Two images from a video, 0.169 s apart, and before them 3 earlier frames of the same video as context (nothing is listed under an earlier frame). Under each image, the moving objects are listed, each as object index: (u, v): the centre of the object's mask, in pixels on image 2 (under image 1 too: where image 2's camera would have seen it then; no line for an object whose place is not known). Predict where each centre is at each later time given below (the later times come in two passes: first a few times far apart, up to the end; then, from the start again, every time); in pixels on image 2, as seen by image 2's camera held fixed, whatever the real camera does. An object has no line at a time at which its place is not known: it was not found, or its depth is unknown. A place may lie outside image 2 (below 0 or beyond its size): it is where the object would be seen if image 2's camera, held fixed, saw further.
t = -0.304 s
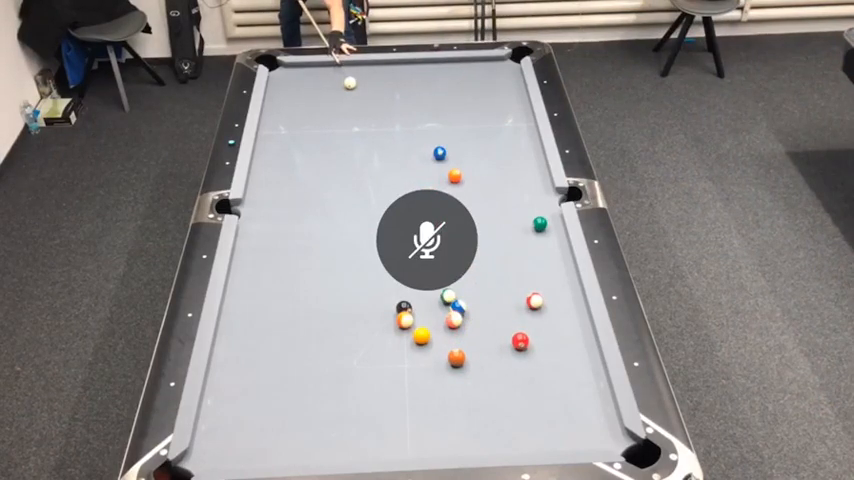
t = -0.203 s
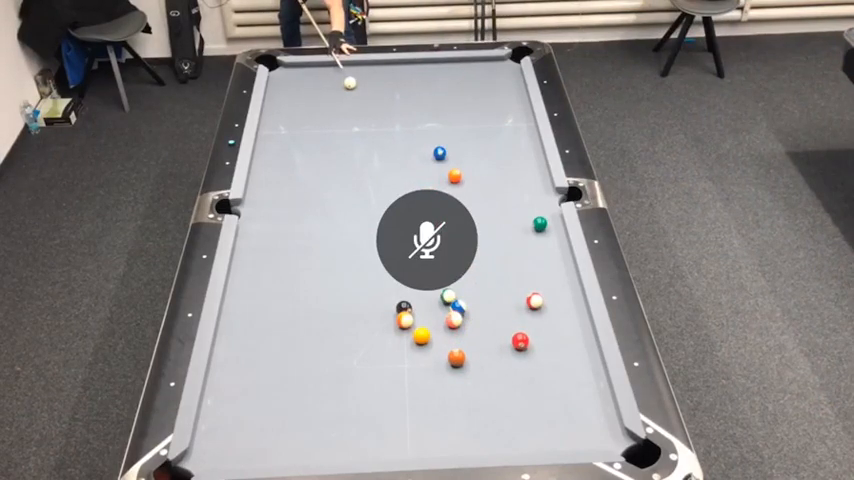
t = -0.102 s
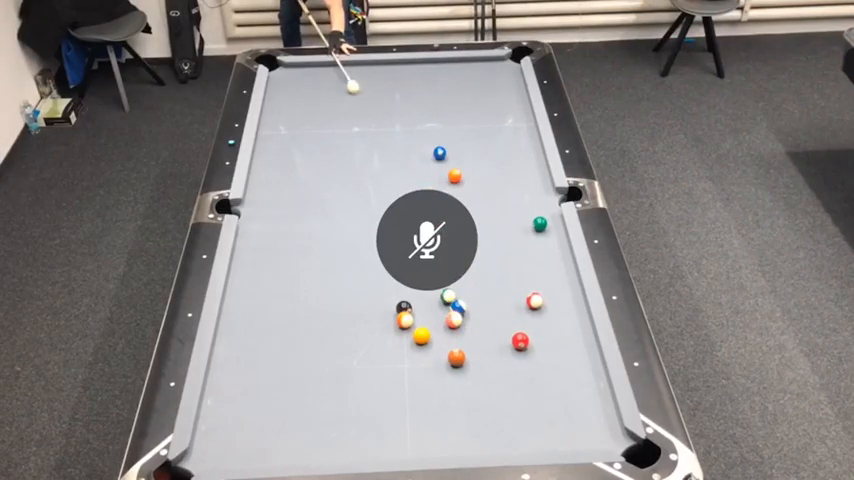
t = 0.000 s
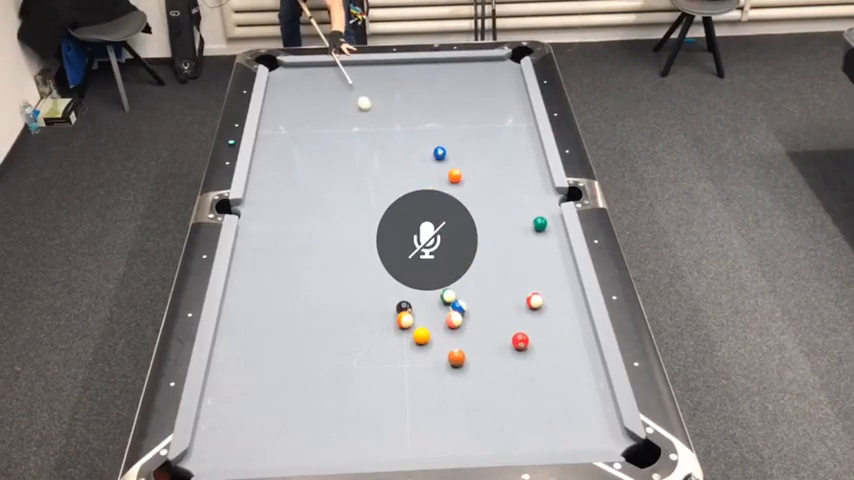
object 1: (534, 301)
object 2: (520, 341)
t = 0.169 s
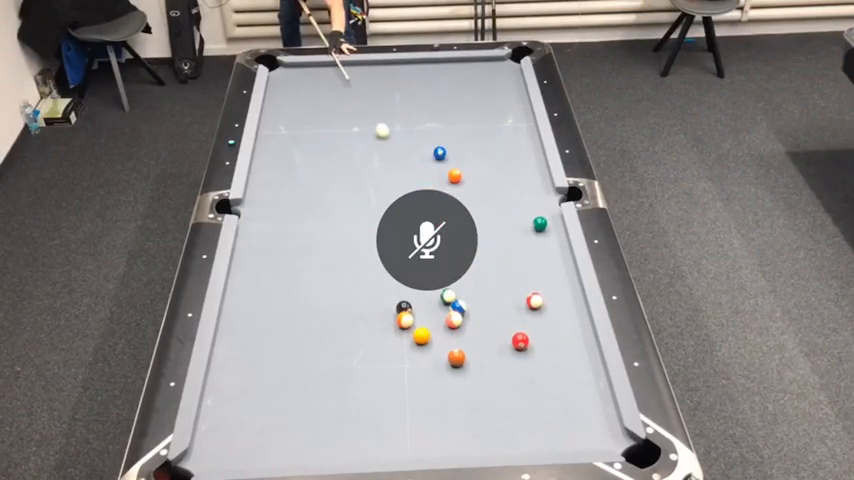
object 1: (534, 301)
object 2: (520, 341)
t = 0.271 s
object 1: (534, 301)
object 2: (520, 341)
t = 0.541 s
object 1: (534, 301)
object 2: (520, 341)
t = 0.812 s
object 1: (534, 301)
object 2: (520, 341)
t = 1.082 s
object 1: (534, 301)
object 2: (524, 353)
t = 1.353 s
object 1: (534, 301)
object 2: (549, 424)
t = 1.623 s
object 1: (534, 301)
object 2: (555, 417)
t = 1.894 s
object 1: (534, 301)
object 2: (552, 382)
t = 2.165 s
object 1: (534, 301)
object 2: (550, 351)
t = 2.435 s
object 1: (534, 301)
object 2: (549, 324)
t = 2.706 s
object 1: (530, 298)
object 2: (552, 302)
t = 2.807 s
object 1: (526, 296)
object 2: (556, 296)
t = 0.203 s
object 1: (534, 301)
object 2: (520, 341)
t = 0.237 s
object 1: (534, 301)
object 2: (520, 341)
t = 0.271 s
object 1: (534, 301)
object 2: (520, 341)
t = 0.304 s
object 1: (534, 301)
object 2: (520, 341)
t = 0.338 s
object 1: (534, 301)
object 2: (520, 341)
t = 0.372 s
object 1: (534, 301)
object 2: (520, 341)
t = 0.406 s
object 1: (534, 301)
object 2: (520, 341)
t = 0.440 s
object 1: (534, 301)
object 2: (520, 341)
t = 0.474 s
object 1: (534, 301)
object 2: (520, 341)
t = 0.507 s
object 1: (534, 301)
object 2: (520, 341)
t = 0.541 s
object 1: (534, 301)
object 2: (520, 341)
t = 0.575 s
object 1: (534, 301)
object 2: (520, 341)
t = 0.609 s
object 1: (534, 301)
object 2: (520, 341)
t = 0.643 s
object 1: (534, 301)
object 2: (520, 341)
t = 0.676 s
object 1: (534, 301)
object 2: (520, 341)
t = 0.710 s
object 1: (534, 301)
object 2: (520, 341)
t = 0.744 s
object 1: (534, 301)
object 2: (520, 341)
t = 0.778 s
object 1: (534, 301)
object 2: (520, 341)
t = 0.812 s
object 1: (534, 301)
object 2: (520, 341)
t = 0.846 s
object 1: (534, 301)
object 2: (520, 341)
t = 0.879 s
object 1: (534, 301)
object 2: (520, 341)
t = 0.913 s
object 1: (534, 301)
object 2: (520, 341)
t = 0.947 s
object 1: (534, 301)
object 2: (520, 341)
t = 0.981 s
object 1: (534, 301)
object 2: (520, 341)
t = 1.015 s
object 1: (534, 301)
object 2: (520, 341)
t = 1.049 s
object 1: (534, 301)
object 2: (521, 343)
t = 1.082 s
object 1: (534, 301)
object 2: (524, 353)
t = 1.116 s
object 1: (534, 301)
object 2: (528, 363)
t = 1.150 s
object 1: (534, 301)
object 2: (531, 373)
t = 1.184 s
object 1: (534, 301)
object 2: (534, 382)
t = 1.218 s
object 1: (534, 301)
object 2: (537, 391)
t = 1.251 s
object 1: (534, 301)
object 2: (541, 400)
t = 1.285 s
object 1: (534, 301)
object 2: (543, 408)
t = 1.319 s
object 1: (534, 301)
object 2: (546, 416)
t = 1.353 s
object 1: (534, 301)
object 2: (549, 424)
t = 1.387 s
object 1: (534, 301)
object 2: (552, 432)
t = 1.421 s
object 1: (534, 301)
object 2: (554, 439)
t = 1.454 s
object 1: (534, 301)
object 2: (556, 442)
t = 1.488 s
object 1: (534, 301)
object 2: (556, 437)
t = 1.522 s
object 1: (534, 301)
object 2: (555, 432)
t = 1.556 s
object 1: (534, 301)
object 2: (555, 426)
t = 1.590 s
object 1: (534, 301)
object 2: (555, 422)
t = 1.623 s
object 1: (534, 301)
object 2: (555, 417)
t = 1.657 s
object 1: (534, 301)
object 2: (554, 413)
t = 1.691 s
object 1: (534, 301)
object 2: (554, 408)
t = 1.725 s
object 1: (534, 301)
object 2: (554, 403)
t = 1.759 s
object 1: (534, 301)
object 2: (553, 399)
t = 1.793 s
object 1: (534, 301)
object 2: (553, 395)
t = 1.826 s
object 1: (534, 301)
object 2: (552, 390)
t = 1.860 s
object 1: (534, 301)
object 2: (552, 386)
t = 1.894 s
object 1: (534, 301)
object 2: (552, 382)
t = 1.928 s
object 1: (534, 301)
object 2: (552, 378)
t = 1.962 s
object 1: (534, 301)
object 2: (552, 374)
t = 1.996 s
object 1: (534, 301)
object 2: (552, 370)
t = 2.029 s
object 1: (534, 301)
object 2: (552, 366)
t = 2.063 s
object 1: (534, 301)
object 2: (551, 362)
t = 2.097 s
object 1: (534, 301)
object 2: (551, 358)
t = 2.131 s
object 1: (534, 301)
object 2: (551, 355)
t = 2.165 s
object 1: (534, 301)
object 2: (550, 351)
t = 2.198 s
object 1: (534, 301)
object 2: (550, 348)
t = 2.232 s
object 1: (534, 301)
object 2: (550, 344)
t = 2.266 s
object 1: (534, 301)
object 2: (550, 340)
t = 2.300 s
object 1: (534, 301)
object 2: (550, 337)
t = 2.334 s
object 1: (534, 301)
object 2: (550, 334)
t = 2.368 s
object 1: (534, 301)
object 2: (550, 330)
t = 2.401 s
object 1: (534, 301)
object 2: (549, 327)
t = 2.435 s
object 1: (534, 301)
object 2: (549, 324)
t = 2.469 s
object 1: (534, 301)
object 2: (549, 320)
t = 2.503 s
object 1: (534, 301)
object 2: (548, 317)
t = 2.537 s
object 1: (534, 301)
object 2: (548, 314)
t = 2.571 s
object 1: (534, 301)
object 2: (548, 311)
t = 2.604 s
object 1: (534, 301)
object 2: (548, 308)
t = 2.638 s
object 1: (532, 300)
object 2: (550, 306)
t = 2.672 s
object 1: (531, 299)
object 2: (551, 304)
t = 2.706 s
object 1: (530, 298)
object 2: (552, 302)
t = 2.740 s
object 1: (529, 297)
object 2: (554, 299)
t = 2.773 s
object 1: (527, 296)
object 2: (555, 298)
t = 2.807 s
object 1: (526, 296)
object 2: (556, 296)
